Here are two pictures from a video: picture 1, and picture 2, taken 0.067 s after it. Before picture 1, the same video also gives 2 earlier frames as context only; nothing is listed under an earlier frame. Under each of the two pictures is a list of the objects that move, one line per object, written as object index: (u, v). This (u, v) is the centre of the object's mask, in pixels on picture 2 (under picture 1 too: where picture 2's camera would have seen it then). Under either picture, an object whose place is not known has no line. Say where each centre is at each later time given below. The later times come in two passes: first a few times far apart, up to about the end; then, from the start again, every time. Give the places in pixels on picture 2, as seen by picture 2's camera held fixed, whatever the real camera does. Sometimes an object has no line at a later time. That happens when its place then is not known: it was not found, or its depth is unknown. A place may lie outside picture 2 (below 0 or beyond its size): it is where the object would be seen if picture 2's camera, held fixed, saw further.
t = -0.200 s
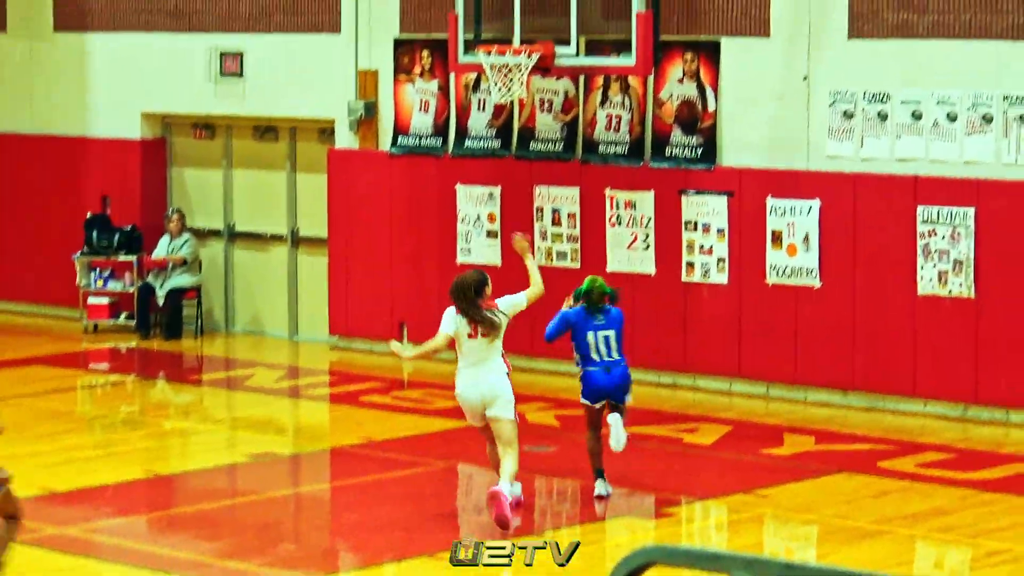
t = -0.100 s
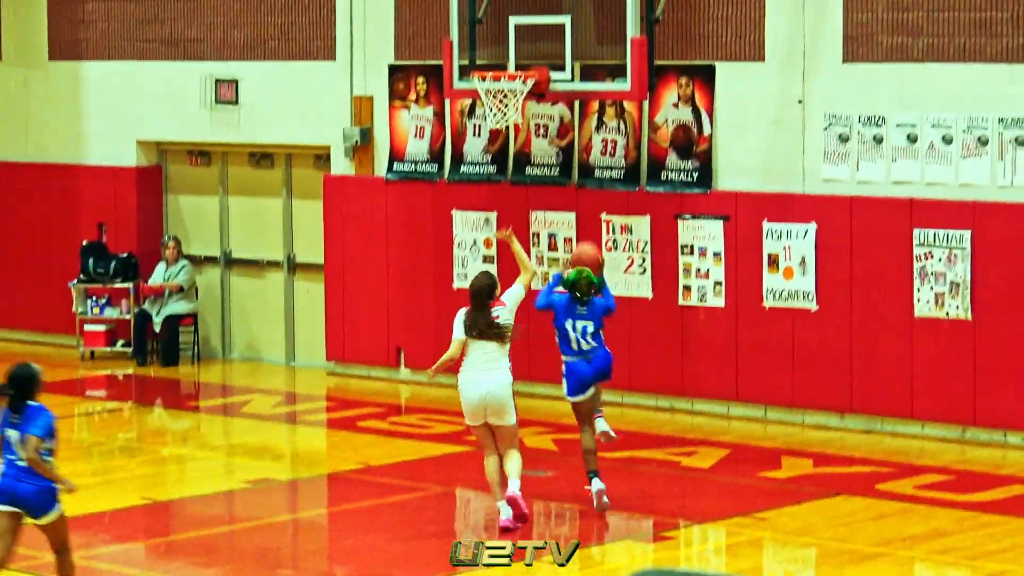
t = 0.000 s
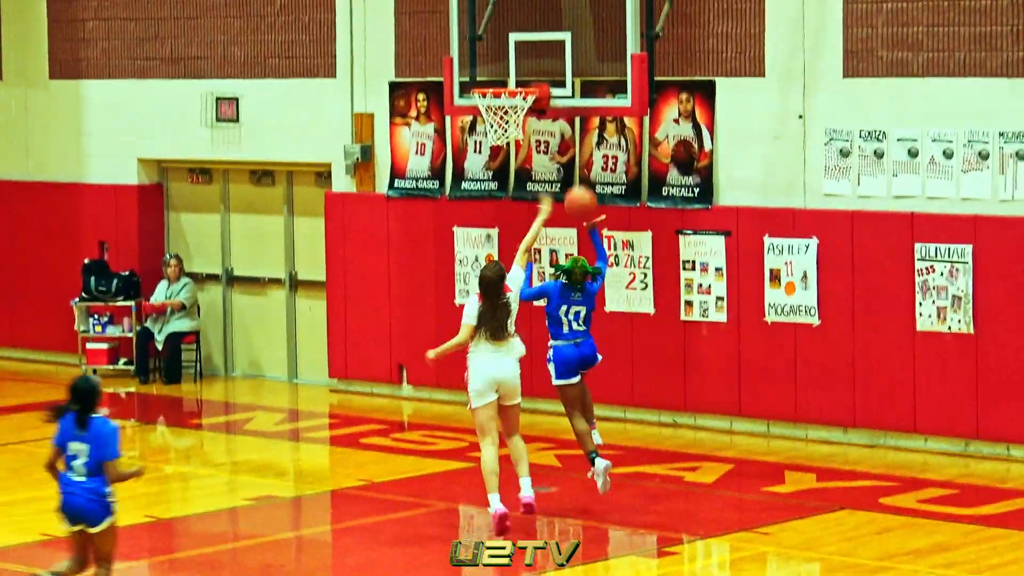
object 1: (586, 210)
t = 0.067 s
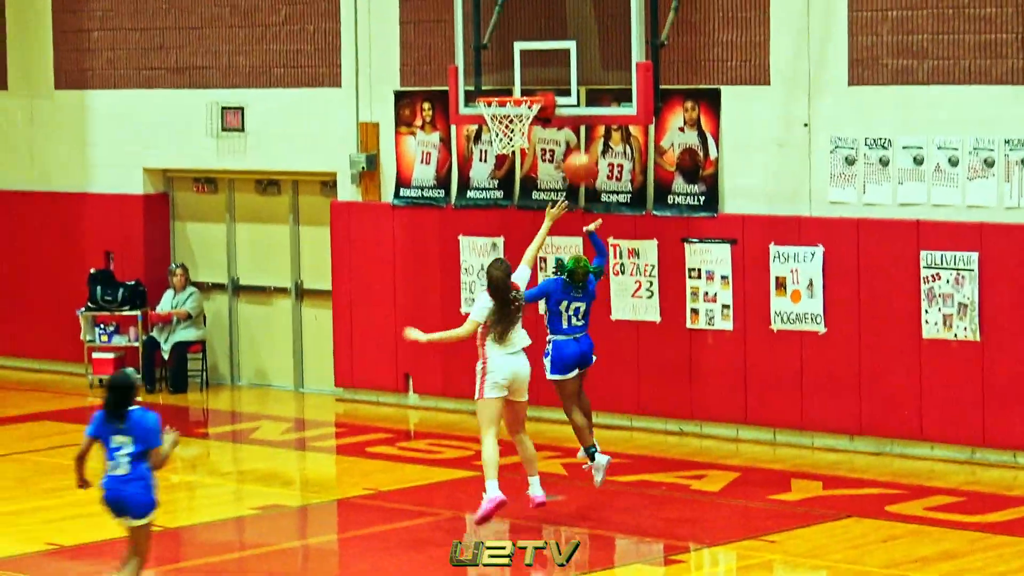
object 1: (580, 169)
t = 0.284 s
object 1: (559, 72)
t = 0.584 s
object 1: (506, 78)
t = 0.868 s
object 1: (511, 82)
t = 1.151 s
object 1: (535, 81)
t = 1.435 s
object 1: (535, 83)
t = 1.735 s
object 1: (509, 105)
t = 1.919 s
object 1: (493, 131)
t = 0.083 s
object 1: (578, 159)
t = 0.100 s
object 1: (576, 149)
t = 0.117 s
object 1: (575, 140)
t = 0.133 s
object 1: (573, 131)
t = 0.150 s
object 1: (571, 123)
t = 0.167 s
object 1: (570, 117)
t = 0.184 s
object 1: (567, 110)
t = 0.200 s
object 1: (566, 101)
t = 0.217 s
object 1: (565, 94)
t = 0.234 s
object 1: (563, 88)
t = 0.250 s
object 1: (562, 82)
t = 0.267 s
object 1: (560, 78)
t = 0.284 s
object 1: (559, 72)
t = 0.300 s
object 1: (557, 68)
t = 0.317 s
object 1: (556, 64)
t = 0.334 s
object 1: (554, 62)
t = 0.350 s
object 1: (550, 60)
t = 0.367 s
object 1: (547, 59)
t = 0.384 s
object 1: (544, 58)
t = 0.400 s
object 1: (541, 58)
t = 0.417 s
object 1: (538, 58)
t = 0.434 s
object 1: (535, 58)
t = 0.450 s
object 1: (532, 59)
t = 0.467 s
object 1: (528, 60)
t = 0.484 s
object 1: (525, 61)
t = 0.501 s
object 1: (521, 63)
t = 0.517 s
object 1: (519, 65)
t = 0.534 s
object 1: (516, 67)
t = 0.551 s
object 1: (512, 71)
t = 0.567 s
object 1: (509, 74)
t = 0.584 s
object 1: (506, 78)
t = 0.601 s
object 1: (503, 81)
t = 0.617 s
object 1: (500, 84)
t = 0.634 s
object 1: (500, 84)
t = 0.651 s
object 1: (500, 83)
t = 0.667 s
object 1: (500, 83)
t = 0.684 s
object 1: (500, 82)
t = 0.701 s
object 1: (500, 82)
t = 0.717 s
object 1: (501, 82)
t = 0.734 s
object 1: (501, 83)
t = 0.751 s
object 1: (501, 83)
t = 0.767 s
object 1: (501, 84)
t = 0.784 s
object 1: (501, 85)
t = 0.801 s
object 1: (502, 85)
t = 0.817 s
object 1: (504, 84)
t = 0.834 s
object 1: (507, 84)
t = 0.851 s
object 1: (509, 83)
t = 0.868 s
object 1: (511, 82)
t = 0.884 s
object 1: (513, 82)
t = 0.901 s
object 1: (515, 82)
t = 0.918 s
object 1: (517, 82)
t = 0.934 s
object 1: (520, 83)
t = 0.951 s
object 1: (522, 83)
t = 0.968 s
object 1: (524, 83)
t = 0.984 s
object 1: (525, 82)
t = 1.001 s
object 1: (526, 81)
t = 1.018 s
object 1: (527, 80)
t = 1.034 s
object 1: (528, 80)
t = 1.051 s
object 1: (530, 80)
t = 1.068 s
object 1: (530, 80)
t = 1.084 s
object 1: (532, 81)
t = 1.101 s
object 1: (533, 82)
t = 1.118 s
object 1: (534, 82)
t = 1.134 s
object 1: (534, 81)
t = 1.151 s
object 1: (535, 81)
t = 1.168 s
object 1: (535, 81)
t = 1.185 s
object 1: (535, 81)
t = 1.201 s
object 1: (536, 81)
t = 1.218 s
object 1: (536, 81)
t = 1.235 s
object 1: (537, 82)
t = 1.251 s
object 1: (537, 82)
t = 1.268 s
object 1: (537, 81)
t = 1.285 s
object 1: (537, 81)
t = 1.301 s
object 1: (537, 81)
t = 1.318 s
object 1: (537, 82)
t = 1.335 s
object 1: (537, 82)
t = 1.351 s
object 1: (537, 82)
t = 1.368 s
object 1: (536, 82)
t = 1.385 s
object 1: (536, 82)
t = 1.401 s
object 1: (536, 82)
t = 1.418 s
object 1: (536, 82)
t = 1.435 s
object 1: (535, 83)
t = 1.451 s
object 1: (535, 82)
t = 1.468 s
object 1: (534, 83)
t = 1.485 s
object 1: (533, 83)
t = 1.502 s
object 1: (532, 83)
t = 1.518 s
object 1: (531, 84)
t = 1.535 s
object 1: (530, 84)
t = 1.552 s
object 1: (528, 85)
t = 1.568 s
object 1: (527, 85)
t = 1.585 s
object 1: (525, 85)
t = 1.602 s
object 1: (524, 86)
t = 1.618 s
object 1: (522, 87)
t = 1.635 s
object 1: (520, 87)
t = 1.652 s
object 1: (518, 88)
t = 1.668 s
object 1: (516, 89)
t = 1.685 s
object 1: (514, 90)
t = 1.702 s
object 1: (512, 91)
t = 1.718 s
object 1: (510, 98)
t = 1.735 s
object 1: (509, 105)
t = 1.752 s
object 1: (507, 108)
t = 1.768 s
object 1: (505, 110)
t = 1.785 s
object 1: (503, 113)
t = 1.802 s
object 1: (503, 114)
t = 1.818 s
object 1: (502, 115)
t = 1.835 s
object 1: (497, 117)
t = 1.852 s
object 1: (496, 124)
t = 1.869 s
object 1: (495, 128)
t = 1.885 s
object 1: (494, 129)
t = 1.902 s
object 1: (494, 129)
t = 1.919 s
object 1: (493, 131)
